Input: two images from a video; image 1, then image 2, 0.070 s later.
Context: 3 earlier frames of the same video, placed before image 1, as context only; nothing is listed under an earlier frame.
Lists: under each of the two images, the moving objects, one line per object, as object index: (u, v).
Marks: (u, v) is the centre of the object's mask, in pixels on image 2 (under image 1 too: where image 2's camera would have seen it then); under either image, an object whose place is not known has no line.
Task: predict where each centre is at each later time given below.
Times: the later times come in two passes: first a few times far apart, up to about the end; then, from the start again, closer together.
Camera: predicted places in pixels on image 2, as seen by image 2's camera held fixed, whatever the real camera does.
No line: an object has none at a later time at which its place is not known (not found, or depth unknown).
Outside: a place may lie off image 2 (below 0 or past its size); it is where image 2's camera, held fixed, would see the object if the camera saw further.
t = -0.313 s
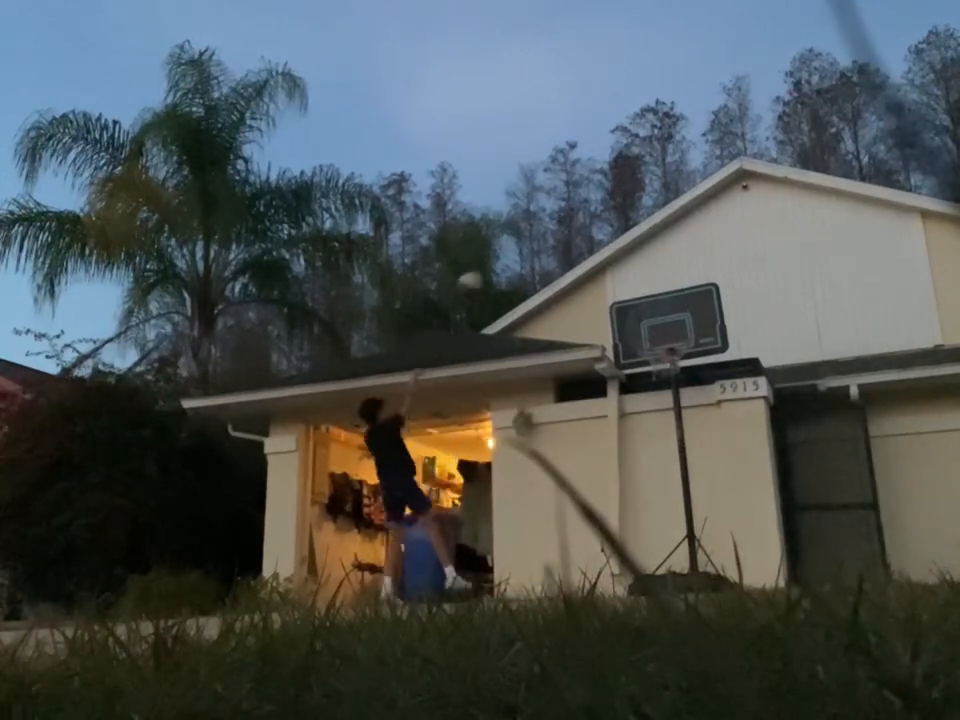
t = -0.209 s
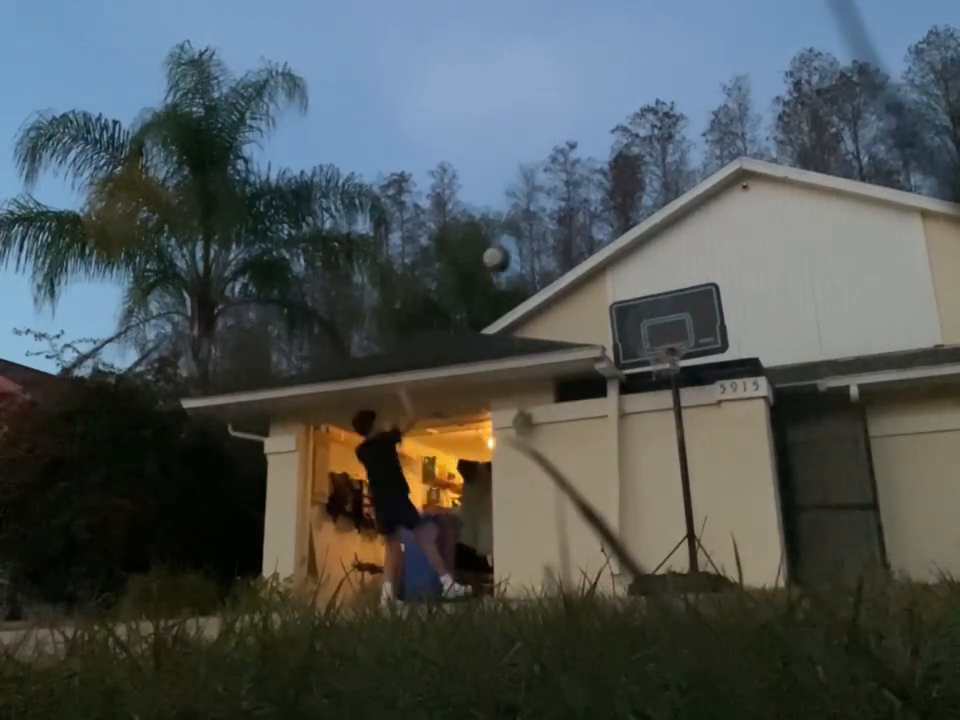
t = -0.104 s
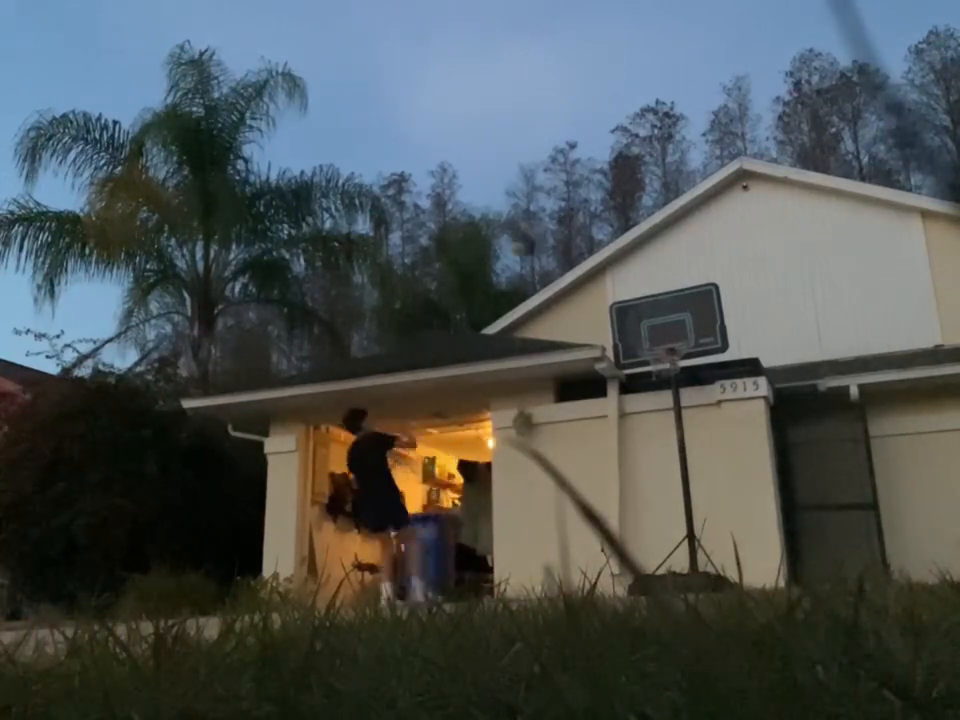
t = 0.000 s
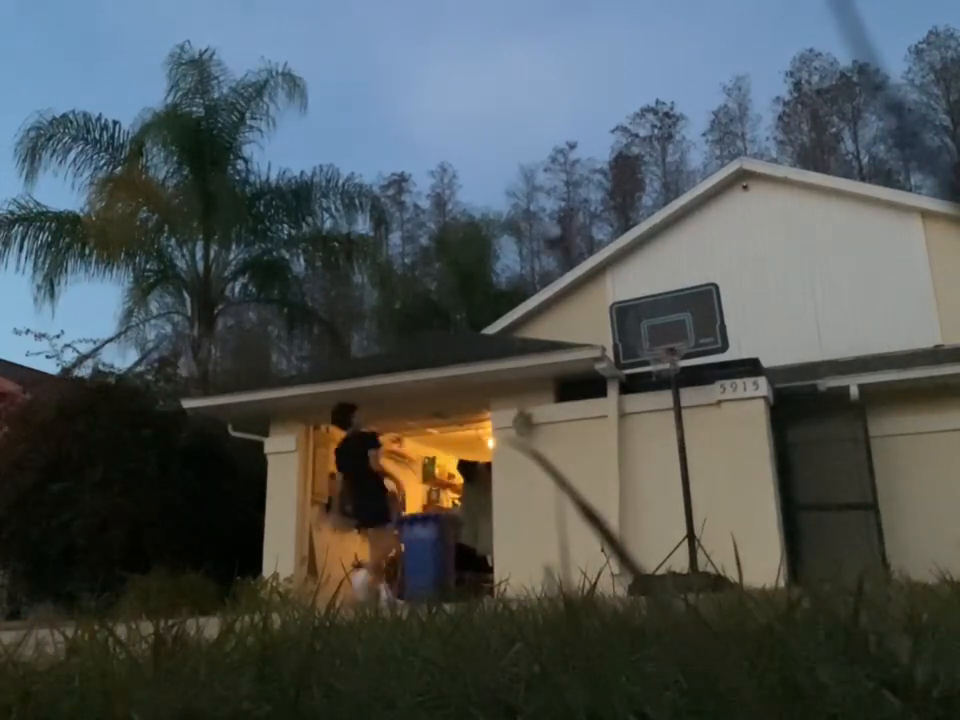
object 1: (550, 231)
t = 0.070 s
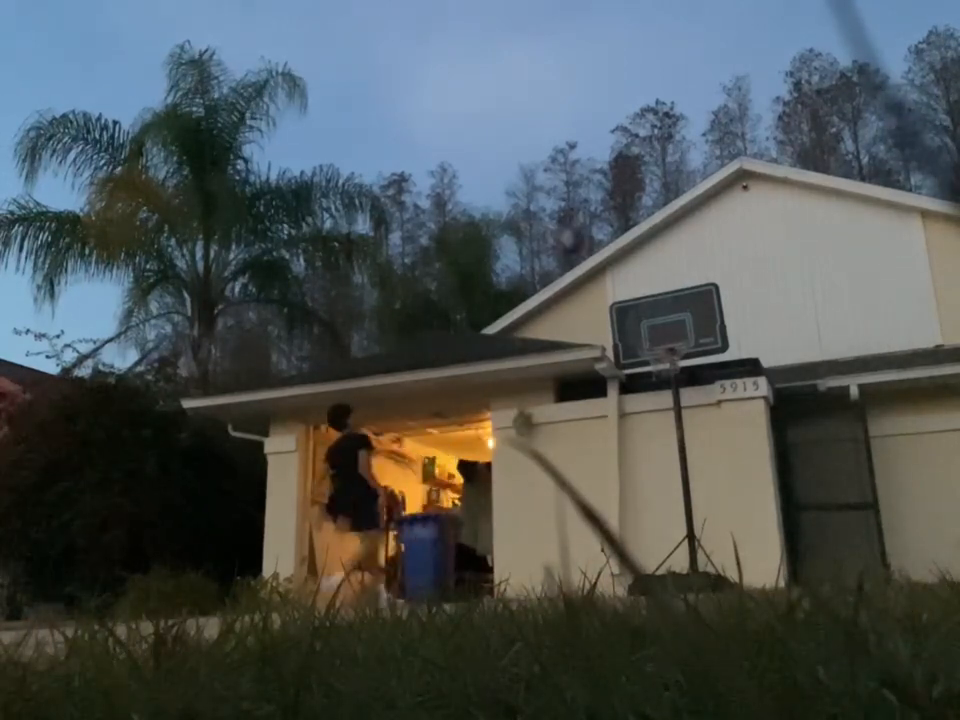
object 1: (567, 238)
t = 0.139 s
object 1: (581, 249)
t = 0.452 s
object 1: (655, 337)
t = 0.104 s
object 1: (573, 244)
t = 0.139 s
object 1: (581, 249)
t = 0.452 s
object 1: (655, 337)
